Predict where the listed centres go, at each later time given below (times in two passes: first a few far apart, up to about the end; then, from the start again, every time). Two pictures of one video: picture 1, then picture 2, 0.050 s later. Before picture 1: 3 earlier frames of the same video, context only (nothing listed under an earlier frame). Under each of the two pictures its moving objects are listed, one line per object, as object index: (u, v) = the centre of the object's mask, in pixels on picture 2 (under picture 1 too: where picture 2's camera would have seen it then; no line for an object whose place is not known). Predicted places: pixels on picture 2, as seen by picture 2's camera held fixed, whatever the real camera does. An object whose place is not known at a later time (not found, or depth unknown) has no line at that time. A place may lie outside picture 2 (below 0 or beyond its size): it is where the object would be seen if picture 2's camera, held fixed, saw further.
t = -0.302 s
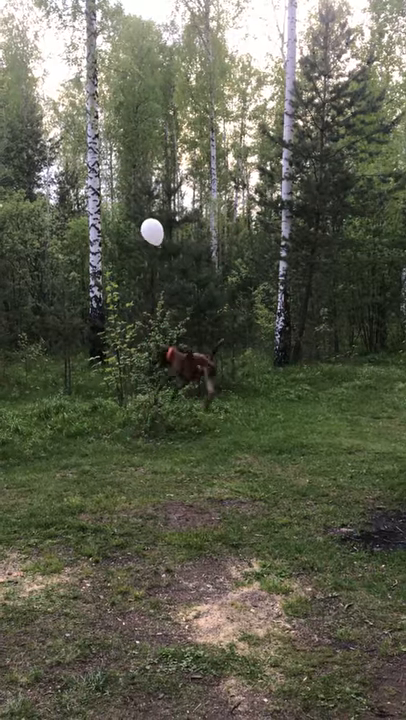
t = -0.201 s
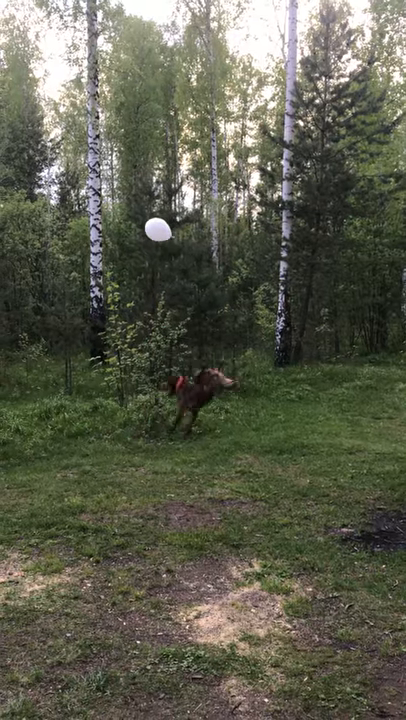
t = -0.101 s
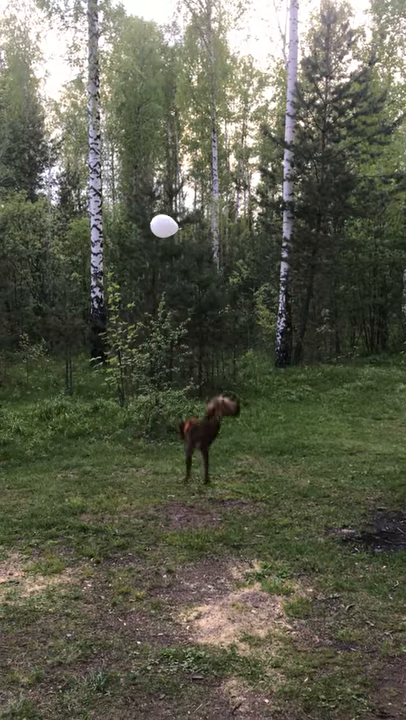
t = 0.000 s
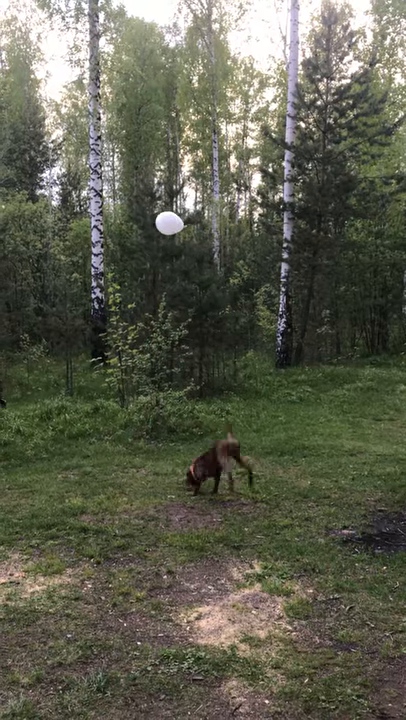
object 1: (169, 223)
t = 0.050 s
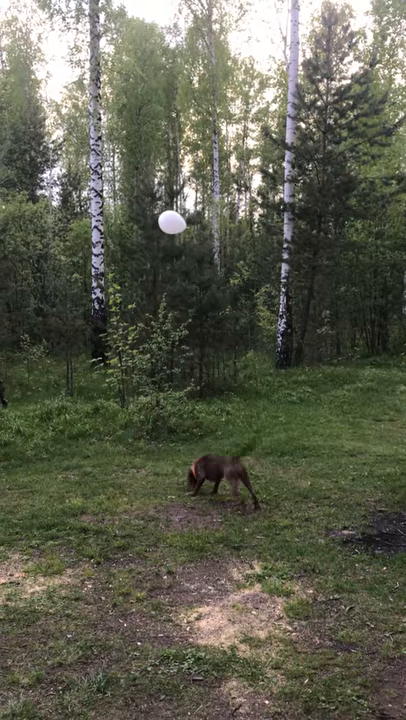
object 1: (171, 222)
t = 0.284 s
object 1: (183, 225)
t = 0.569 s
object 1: (195, 248)
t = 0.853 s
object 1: (200, 284)
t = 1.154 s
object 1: (192, 329)
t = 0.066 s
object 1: (172, 222)
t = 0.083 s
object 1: (173, 222)
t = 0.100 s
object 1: (174, 222)
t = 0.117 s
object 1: (175, 222)
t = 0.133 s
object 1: (176, 222)
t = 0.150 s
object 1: (176, 222)
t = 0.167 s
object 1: (177, 222)
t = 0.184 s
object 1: (178, 222)
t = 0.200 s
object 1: (179, 223)
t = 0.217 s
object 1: (180, 223)
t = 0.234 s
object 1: (181, 223)
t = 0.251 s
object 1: (182, 224)
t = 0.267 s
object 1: (182, 225)
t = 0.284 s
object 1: (183, 225)
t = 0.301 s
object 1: (184, 226)
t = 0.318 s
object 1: (185, 227)
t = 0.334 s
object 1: (186, 228)
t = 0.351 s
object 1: (187, 229)
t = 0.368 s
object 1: (187, 230)
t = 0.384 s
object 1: (188, 231)
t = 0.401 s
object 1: (189, 233)
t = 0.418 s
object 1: (190, 234)
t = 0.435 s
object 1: (190, 236)
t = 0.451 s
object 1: (191, 237)
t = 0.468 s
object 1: (192, 238)
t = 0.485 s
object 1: (192, 240)
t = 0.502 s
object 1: (193, 241)
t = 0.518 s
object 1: (194, 243)
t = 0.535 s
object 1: (194, 245)
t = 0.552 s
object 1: (195, 246)
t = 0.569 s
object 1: (195, 248)
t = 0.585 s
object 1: (196, 250)
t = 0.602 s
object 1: (196, 252)
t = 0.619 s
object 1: (197, 254)
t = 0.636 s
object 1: (197, 256)
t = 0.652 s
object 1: (198, 258)
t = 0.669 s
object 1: (198, 260)
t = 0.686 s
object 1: (198, 262)
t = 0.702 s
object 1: (199, 264)
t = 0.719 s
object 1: (199, 266)
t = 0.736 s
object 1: (199, 268)
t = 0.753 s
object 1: (199, 271)
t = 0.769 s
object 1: (200, 273)
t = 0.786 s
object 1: (200, 275)
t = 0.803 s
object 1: (200, 277)
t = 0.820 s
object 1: (200, 279)
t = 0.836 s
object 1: (200, 282)
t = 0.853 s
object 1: (200, 284)
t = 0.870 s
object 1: (200, 287)
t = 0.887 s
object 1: (200, 289)
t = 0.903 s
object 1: (200, 291)
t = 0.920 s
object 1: (199, 294)
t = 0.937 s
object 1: (199, 296)
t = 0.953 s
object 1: (199, 299)
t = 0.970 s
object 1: (198, 301)
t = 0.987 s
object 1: (198, 304)
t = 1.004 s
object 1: (198, 306)
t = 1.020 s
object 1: (197, 309)
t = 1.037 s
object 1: (196, 311)
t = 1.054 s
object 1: (196, 314)
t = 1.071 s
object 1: (195, 317)
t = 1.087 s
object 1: (195, 319)
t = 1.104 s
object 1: (194, 322)
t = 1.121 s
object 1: (193, 324)
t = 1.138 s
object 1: (193, 327)
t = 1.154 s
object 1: (192, 329)
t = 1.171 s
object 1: (191, 332)
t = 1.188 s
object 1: (191, 335)
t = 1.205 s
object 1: (190, 338)
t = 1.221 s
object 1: (190, 340)
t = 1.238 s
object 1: (189, 343)
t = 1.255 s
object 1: (188, 345)
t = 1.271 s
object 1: (188, 348)
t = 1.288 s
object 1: (187, 351)
